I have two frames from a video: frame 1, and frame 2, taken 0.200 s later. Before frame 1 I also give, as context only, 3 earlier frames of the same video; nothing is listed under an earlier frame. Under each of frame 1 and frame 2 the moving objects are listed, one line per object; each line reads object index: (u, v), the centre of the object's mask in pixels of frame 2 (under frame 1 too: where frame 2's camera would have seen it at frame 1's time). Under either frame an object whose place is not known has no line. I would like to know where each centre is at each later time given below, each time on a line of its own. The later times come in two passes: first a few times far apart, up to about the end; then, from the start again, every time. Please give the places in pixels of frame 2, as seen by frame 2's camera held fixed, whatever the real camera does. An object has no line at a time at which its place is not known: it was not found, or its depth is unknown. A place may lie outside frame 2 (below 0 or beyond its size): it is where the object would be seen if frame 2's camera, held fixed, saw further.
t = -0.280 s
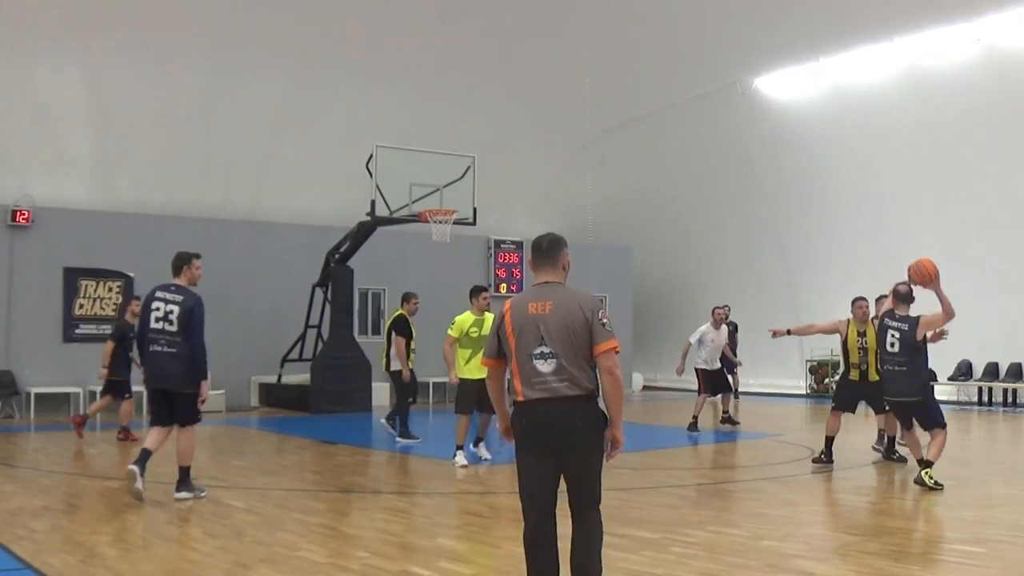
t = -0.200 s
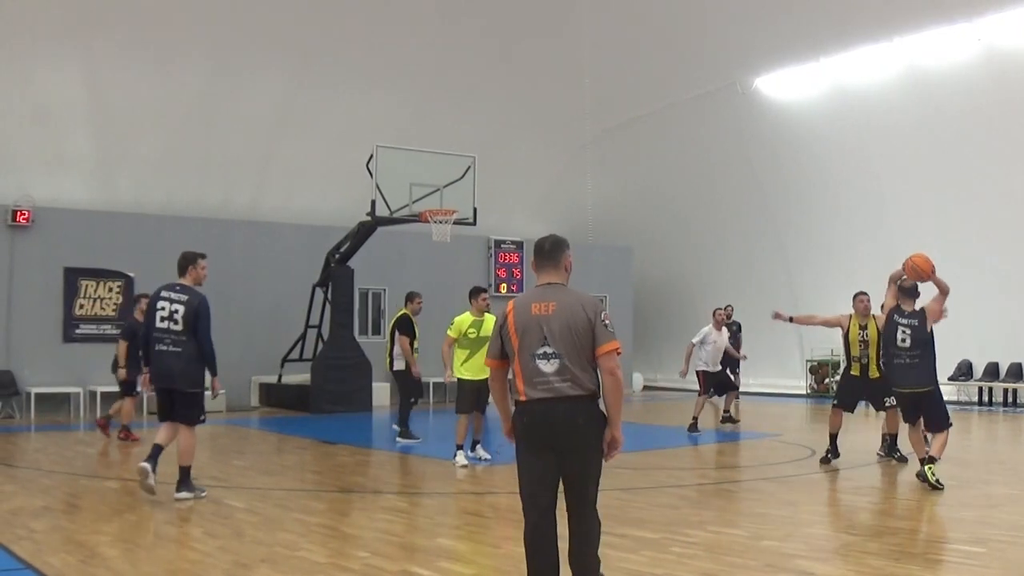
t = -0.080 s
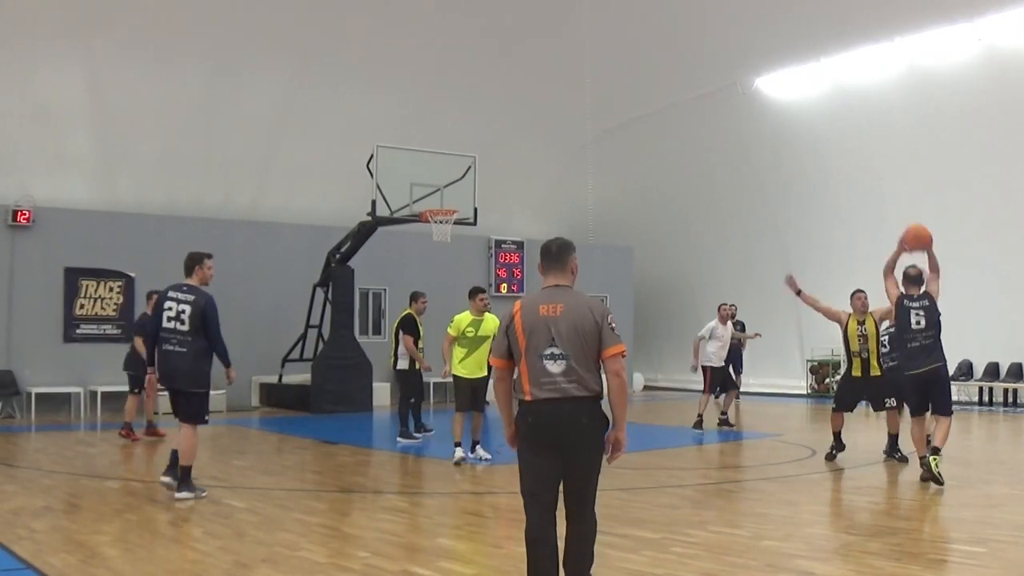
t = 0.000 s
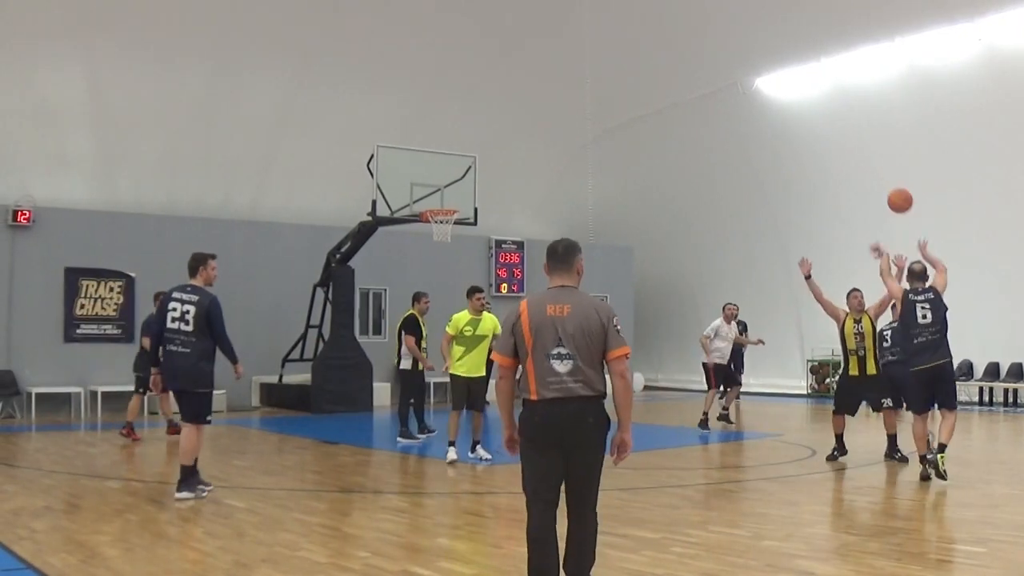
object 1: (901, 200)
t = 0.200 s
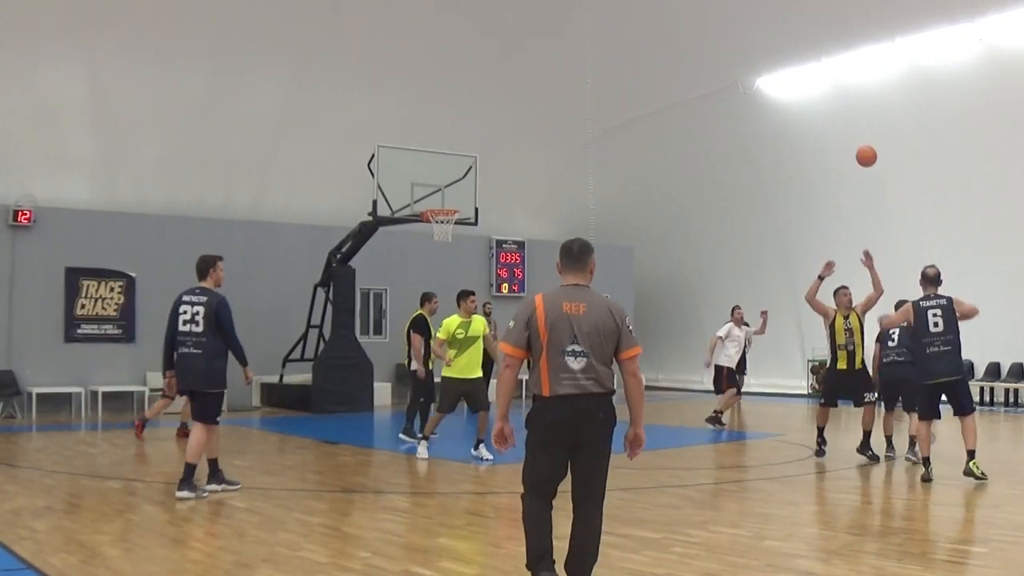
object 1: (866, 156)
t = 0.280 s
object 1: (854, 151)
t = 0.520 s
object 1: (825, 167)
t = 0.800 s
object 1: (800, 223)
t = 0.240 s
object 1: (860, 153)
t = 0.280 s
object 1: (854, 151)
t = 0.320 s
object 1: (849, 151)
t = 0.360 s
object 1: (844, 152)
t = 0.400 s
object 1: (839, 155)
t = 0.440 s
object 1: (834, 158)
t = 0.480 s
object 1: (829, 162)
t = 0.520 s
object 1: (825, 167)
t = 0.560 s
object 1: (821, 173)
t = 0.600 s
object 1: (817, 180)
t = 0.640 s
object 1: (813, 187)
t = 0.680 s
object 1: (810, 195)
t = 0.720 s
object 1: (806, 204)
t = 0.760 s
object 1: (803, 213)
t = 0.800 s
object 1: (800, 223)
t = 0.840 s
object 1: (796, 233)
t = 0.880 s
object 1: (793, 244)
